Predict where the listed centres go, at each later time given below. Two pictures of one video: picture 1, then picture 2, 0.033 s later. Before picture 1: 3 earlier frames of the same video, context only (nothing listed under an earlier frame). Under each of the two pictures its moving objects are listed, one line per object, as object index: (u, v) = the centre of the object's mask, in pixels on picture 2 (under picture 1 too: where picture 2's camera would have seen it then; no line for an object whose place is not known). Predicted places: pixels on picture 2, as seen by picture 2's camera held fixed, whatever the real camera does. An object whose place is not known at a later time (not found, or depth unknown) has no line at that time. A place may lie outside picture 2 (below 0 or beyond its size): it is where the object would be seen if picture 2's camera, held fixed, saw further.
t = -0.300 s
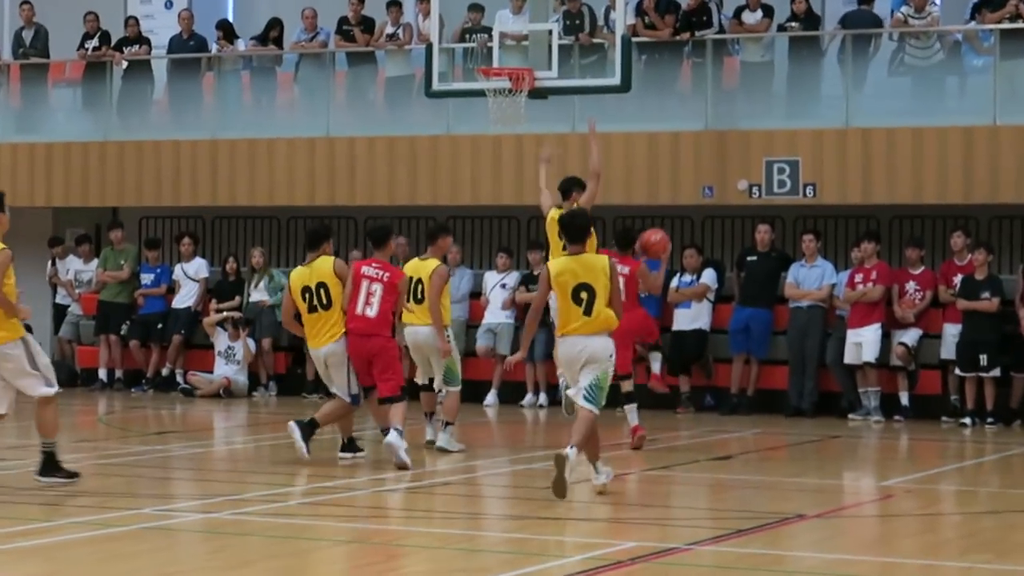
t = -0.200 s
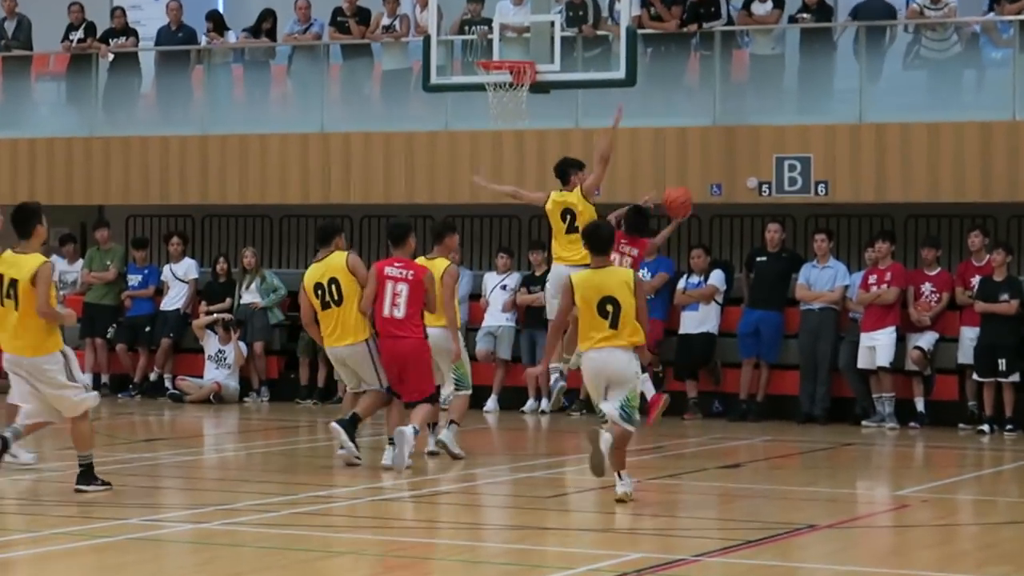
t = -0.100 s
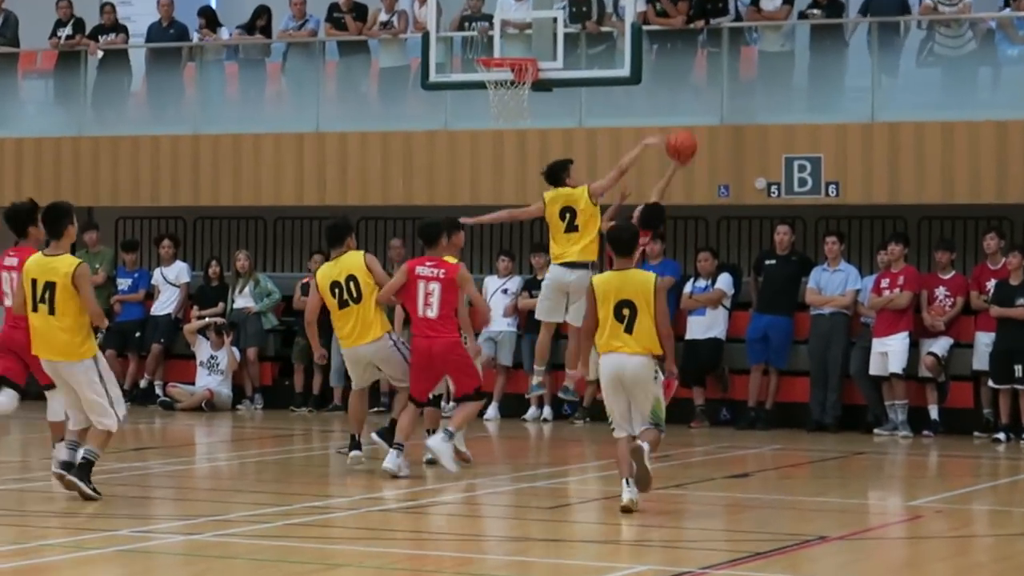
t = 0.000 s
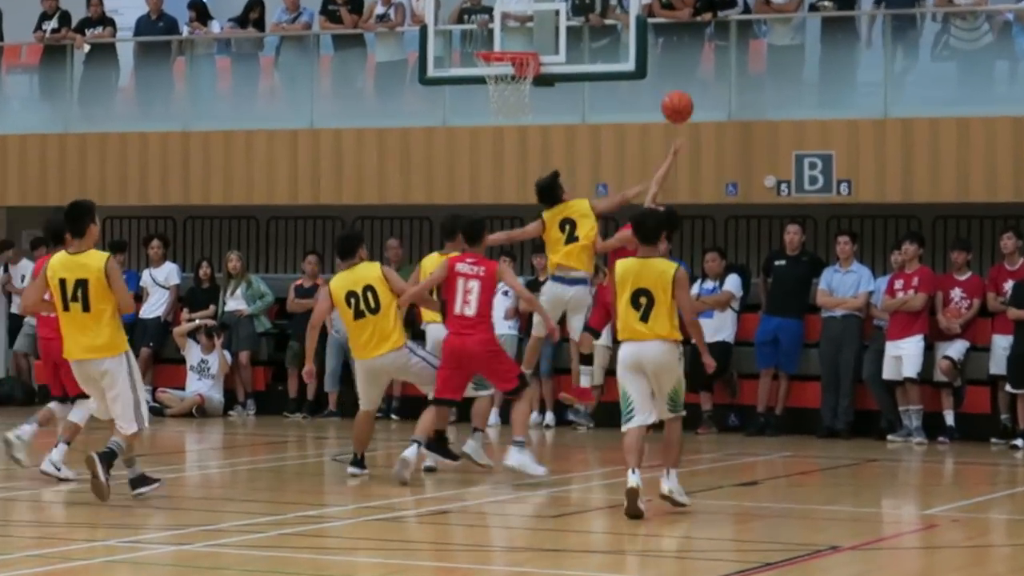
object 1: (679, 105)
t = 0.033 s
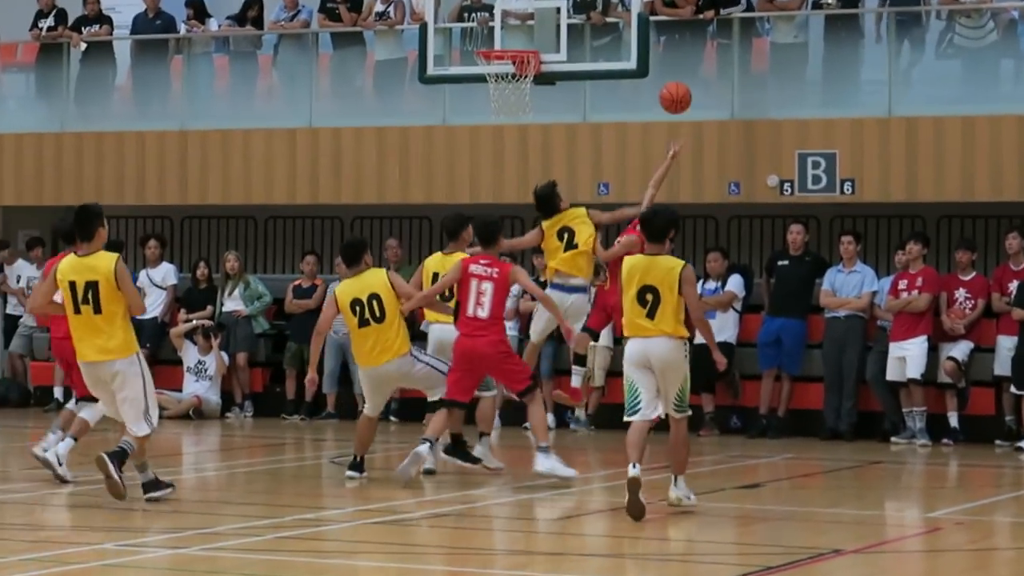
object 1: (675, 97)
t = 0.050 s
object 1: (673, 94)
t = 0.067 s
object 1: (671, 91)
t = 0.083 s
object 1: (669, 89)
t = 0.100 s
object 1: (667, 86)
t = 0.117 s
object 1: (665, 85)
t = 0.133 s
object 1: (663, 83)
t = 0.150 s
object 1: (661, 82)
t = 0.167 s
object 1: (661, 82)
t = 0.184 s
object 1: (664, 84)
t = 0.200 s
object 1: (666, 87)
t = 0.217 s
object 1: (669, 89)
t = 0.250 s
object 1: (674, 96)
